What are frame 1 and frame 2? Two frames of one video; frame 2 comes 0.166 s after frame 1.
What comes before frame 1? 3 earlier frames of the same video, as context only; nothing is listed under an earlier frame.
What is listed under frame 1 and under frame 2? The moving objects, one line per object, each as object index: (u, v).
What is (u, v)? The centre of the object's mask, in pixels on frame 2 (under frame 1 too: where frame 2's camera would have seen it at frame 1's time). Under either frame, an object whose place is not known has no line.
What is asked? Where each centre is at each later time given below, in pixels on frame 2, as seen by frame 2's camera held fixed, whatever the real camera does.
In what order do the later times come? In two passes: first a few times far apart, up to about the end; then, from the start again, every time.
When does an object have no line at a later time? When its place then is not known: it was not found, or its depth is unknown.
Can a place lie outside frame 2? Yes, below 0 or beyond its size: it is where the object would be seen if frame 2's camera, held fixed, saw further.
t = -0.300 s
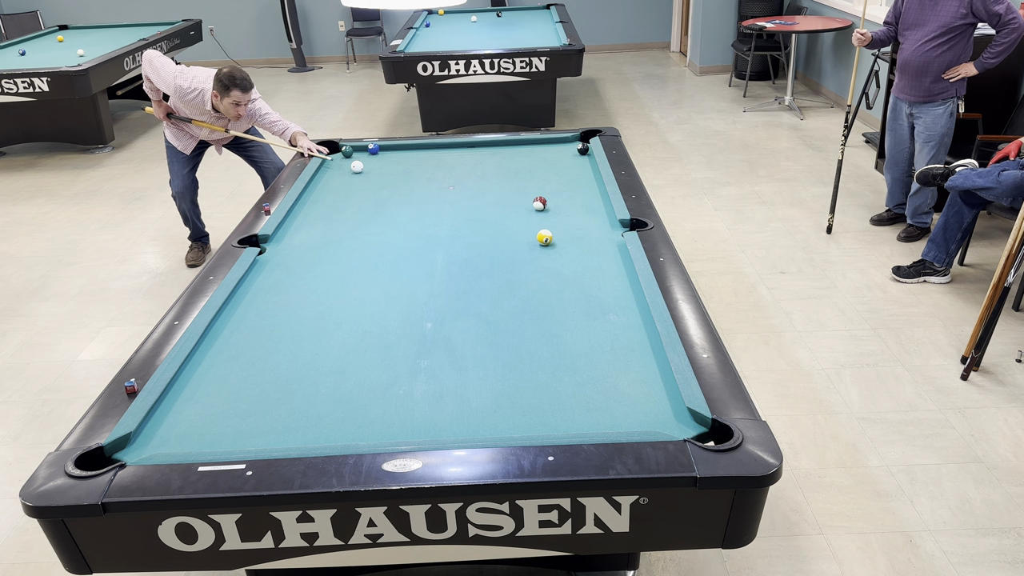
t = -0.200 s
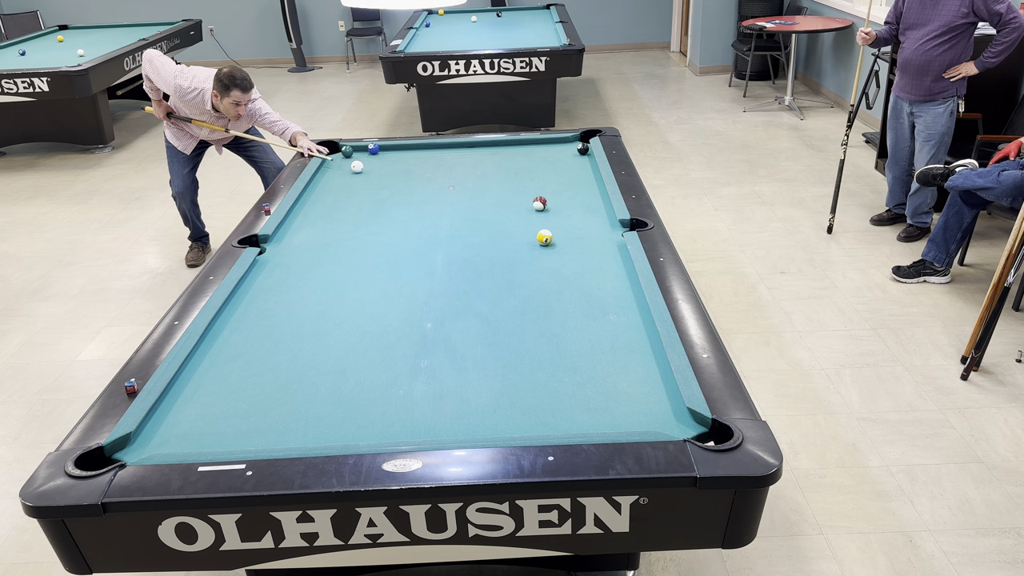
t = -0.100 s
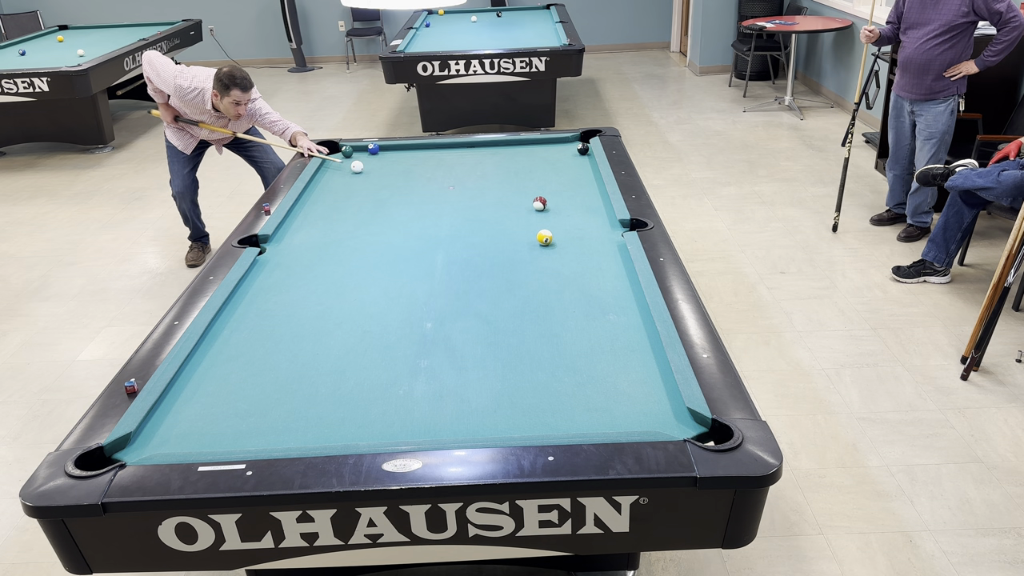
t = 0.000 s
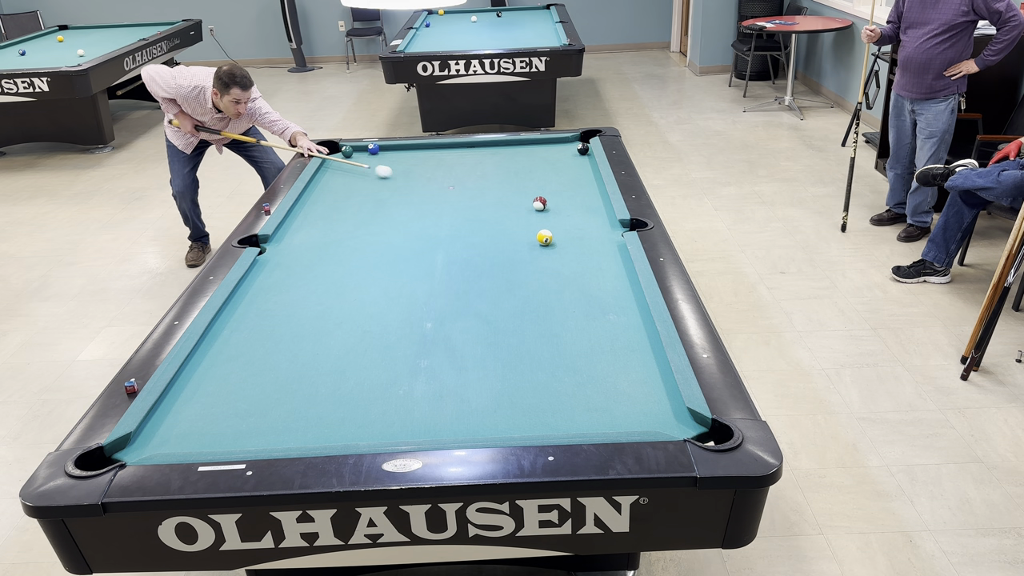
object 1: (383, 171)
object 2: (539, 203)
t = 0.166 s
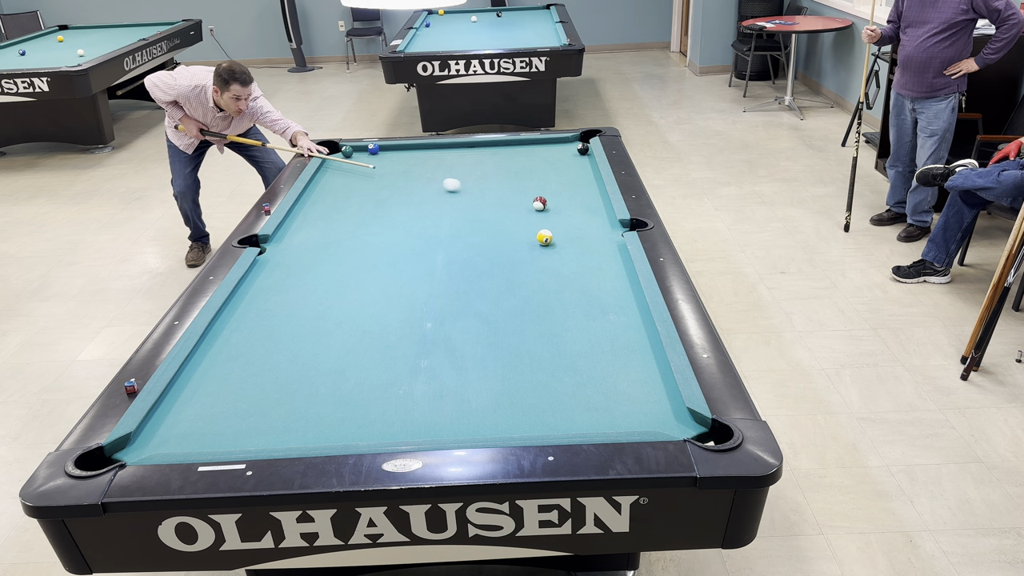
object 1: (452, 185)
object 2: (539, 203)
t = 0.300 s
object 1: (511, 196)
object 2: (540, 203)
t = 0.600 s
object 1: (568, 196)
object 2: (627, 228)
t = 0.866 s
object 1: (594, 198)
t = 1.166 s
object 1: (568, 205)
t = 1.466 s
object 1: (543, 211)
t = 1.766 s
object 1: (519, 217)
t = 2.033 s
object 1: (499, 223)
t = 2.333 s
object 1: (477, 228)
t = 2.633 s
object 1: (456, 233)
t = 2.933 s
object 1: (436, 238)
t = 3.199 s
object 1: (419, 242)
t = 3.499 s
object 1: (402, 246)
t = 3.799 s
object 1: (387, 250)
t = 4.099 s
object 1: (373, 253)
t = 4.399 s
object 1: (361, 256)
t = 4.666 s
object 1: (352, 258)
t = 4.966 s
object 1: (344, 259)
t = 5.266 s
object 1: (338, 260)
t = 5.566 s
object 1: (335, 261)
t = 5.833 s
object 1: (334, 261)
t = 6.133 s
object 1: (333, 262)
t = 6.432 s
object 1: (333, 262)
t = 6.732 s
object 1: (333, 262)
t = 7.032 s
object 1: (333, 262)
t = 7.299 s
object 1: (333, 262)
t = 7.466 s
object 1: (333, 262)
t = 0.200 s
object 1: (466, 188)
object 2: (539, 203)
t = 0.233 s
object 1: (480, 190)
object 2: (539, 203)
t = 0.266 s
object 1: (495, 193)
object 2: (539, 203)
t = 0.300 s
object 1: (511, 196)
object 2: (540, 203)
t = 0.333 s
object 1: (525, 199)
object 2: (540, 203)
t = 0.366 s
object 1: (533, 199)
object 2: (548, 206)
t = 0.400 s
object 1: (536, 199)
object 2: (560, 210)
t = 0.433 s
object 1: (541, 198)
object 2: (572, 213)
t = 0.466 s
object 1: (545, 197)
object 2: (584, 217)
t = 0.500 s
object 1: (550, 197)
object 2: (595, 221)
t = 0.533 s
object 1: (556, 196)
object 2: (607, 224)
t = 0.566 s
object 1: (562, 196)
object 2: (618, 227)
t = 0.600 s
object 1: (568, 196)
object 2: (627, 228)
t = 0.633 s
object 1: (574, 196)
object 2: (630, 226)
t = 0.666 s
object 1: (581, 196)
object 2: (632, 225)
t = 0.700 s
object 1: (587, 196)
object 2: (633, 227)
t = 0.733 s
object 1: (593, 196)
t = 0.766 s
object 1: (599, 196)
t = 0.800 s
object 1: (600, 197)
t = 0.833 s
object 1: (597, 197)
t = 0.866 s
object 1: (594, 198)
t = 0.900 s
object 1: (591, 199)
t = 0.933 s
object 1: (588, 199)
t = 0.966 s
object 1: (585, 200)
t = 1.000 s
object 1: (582, 201)
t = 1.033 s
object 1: (579, 202)
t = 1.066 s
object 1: (577, 202)
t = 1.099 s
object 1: (574, 203)
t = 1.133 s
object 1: (571, 204)
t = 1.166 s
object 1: (568, 205)
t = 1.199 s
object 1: (565, 206)
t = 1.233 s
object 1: (563, 206)
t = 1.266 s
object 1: (560, 207)
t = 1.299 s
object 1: (557, 208)
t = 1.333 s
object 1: (554, 208)
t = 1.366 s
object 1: (552, 209)
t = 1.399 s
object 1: (549, 210)
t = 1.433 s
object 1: (546, 210)
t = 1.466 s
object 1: (543, 211)
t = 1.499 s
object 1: (541, 212)
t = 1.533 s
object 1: (538, 213)
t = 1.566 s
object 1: (535, 213)
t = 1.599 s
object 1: (533, 214)
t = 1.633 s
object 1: (530, 215)
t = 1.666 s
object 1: (527, 215)
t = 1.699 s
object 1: (525, 216)
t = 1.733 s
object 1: (522, 217)
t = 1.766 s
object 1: (519, 217)
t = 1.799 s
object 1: (517, 218)
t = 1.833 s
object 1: (514, 219)
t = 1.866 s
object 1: (512, 219)
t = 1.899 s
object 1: (509, 220)
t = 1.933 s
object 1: (507, 221)
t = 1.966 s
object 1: (504, 222)
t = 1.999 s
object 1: (501, 222)
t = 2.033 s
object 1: (499, 223)
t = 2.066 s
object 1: (496, 223)
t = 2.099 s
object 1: (494, 224)
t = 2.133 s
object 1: (491, 225)
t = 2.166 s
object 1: (489, 225)
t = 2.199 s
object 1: (487, 226)
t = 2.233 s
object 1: (484, 226)
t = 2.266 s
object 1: (482, 227)
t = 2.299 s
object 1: (479, 227)
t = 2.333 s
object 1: (477, 228)
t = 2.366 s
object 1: (474, 229)
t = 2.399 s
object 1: (472, 230)
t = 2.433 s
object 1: (470, 230)
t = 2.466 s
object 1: (467, 231)
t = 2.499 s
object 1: (465, 231)
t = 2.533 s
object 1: (463, 232)
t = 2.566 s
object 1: (461, 232)
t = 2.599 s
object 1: (458, 233)
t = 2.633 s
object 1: (456, 233)
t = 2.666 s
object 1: (454, 234)
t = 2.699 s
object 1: (451, 235)
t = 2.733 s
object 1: (449, 235)
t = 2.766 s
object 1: (447, 236)
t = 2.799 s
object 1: (445, 236)
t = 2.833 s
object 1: (443, 237)
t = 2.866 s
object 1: (440, 237)
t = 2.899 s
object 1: (438, 238)
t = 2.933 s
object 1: (436, 238)
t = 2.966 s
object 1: (434, 239)
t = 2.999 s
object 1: (432, 240)
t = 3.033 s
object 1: (430, 240)
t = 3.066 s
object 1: (428, 241)
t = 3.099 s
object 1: (426, 241)
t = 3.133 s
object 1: (424, 241)
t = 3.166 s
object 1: (422, 242)
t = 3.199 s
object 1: (419, 242)
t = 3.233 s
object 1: (418, 243)
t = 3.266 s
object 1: (416, 243)
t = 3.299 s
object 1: (414, 244)
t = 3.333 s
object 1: (412, 244)
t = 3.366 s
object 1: (410, 245)
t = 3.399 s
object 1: (408, 245)
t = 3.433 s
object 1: (406, 245)
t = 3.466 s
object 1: (404, 246)
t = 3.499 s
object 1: (402, 246)
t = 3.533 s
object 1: (401, 247)
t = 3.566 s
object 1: (399, 247)
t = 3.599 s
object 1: (397, 247)
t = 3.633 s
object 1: (395, 248)
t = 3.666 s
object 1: (394, 248)
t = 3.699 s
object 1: (392, 249)
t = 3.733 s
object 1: (390, 249)
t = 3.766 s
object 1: (389, 250)
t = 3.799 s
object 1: (387, 250)
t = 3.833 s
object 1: (385, 250)
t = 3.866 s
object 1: (384, 251)
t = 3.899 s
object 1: (382, 251)
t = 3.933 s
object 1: (381, 251)
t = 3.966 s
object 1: (379, 252)
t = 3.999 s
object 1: (378, 252)
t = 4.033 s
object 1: (376, 253)
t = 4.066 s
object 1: (375, 253)
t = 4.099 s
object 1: (373, 253)
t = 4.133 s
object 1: (372, 253)
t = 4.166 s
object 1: (370, 254)
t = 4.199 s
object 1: (369, 254)
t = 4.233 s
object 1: (368, 254)
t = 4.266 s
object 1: (366, 254)
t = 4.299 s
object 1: (365, 255)
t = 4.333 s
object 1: (364, 255)
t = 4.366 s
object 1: (362, 255)
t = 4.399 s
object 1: (361, 256)
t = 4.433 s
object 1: (360, 256)
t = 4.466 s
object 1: (359, 256)
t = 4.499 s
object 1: (358, 256)
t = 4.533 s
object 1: (357, 257)
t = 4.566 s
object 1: (355, 257)
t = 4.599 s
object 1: (354, 257)
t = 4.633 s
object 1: (353, 258)
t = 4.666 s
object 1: (352, 258)
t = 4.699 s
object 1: (351, 258)
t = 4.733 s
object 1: (350, 258)
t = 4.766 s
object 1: (349, 258)
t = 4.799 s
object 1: (349, 258)
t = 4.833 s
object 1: (348, 259)
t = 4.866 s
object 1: (347, 259)
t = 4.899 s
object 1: (346, 259)
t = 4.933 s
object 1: (345, 259)
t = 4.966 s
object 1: (344, 259)
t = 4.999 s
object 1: (344, 259)
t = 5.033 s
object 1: (343, 260)
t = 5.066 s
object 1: (342, 260)
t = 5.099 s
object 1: (342, 260)
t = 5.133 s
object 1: (341, 260)
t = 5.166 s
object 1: (340, 260)
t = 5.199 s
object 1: (340, 260)
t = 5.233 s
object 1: (339, 260)
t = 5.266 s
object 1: (338, 260)
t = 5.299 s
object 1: (338, 261)
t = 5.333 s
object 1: (337, 261)
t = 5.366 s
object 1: (337, 261)
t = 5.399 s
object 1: (337, 261)
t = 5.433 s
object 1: (336, 261)
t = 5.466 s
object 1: (336, 261)
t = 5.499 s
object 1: (335, 261)
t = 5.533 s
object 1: (335, 261)
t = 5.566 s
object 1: (335, 261)
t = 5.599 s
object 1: (335, 261)
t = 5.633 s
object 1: (334, 261)
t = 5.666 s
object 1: (334, 261)
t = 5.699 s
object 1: (334, 261)
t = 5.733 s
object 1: (334, 261)
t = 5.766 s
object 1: (334, 261)
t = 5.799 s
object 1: (334, 261)
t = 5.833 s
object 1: (334, 261)
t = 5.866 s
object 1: (333, 262)
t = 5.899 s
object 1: (333, 262)
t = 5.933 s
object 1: (333, 262)
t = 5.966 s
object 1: (333, 262)
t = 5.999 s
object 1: (333, 262)
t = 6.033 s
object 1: (333, 262)
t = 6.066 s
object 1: (333, 262)
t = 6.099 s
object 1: (333, 262)
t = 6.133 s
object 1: (333, 262)
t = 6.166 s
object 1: (333, 262)
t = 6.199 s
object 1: (333, 262)
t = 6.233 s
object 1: (333, 262)
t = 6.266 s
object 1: (333, 262)
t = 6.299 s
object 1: (333, 262)
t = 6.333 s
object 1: (333, 262)
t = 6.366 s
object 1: (333, 262)
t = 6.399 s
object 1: (333, 262)
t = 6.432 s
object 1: (333, 262)
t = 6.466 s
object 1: (333, 262)
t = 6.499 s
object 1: (333, 262)
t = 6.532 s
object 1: (333, 262)
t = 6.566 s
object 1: (333, 262)
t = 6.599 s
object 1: (333, 262)
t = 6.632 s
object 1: (333, 262)
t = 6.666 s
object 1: (333, 262)
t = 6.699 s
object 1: (333, 262)
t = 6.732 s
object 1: (333, 262)
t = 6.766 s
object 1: (333, 262)
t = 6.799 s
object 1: (333, 262)
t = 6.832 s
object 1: (333, 262)
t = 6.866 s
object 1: (333, 262)
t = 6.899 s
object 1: (333, 262)
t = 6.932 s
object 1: (333, 262)
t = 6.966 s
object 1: (333, 262)
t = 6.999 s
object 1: (333, 262)
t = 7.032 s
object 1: (333, 262)
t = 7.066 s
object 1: (333, 262)
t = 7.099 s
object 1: (333, 262)
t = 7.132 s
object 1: (333, 262)
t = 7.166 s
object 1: (333, 262)
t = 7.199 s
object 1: (333, 262)
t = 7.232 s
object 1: (333, 262)
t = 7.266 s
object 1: (333, 262)
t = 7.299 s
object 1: (333, 262)
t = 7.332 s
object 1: (333, 262)
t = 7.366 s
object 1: (333, 262)
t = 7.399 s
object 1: (333, 262)
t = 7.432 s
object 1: (333, 262)
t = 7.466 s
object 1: (333, 262)
